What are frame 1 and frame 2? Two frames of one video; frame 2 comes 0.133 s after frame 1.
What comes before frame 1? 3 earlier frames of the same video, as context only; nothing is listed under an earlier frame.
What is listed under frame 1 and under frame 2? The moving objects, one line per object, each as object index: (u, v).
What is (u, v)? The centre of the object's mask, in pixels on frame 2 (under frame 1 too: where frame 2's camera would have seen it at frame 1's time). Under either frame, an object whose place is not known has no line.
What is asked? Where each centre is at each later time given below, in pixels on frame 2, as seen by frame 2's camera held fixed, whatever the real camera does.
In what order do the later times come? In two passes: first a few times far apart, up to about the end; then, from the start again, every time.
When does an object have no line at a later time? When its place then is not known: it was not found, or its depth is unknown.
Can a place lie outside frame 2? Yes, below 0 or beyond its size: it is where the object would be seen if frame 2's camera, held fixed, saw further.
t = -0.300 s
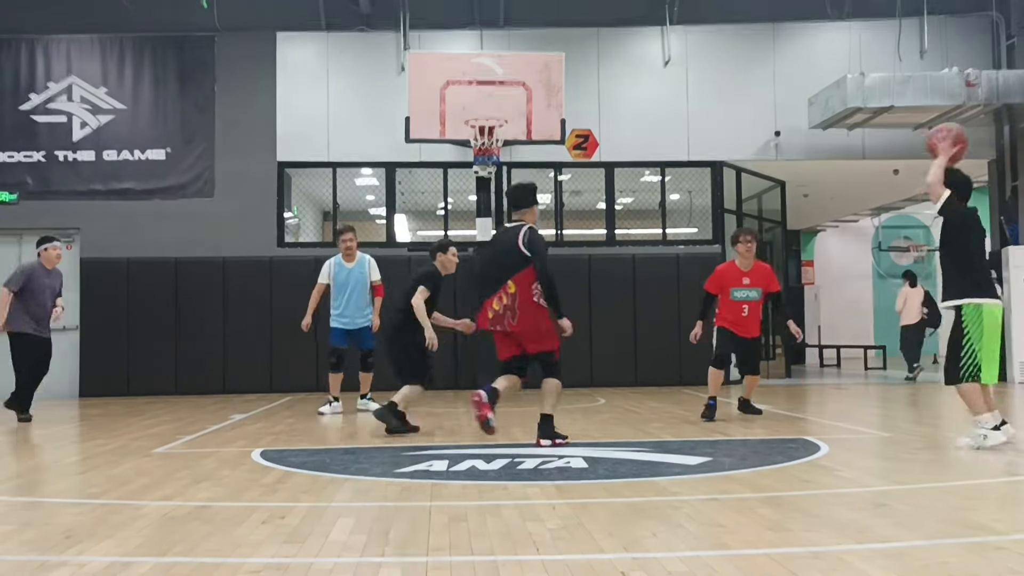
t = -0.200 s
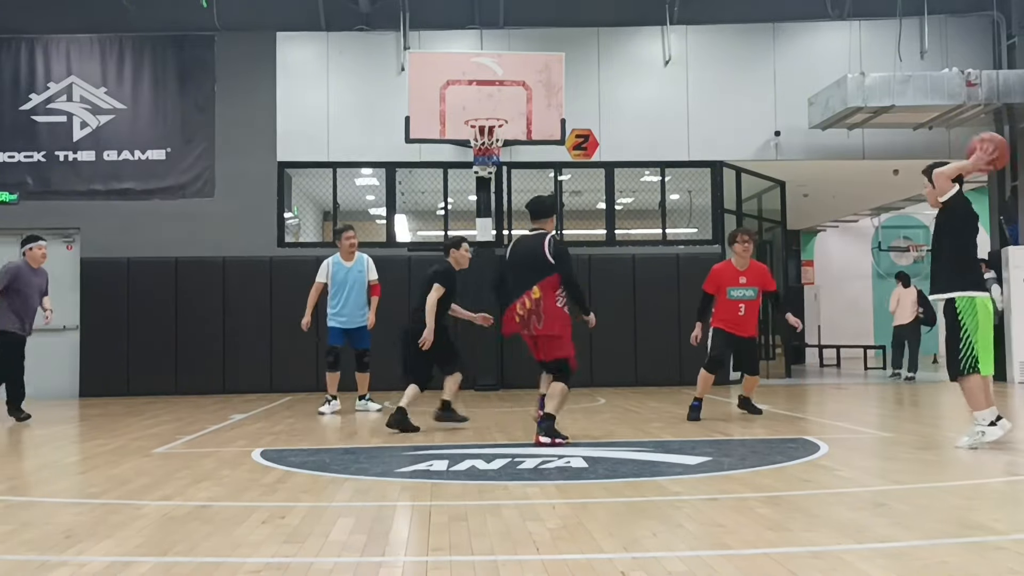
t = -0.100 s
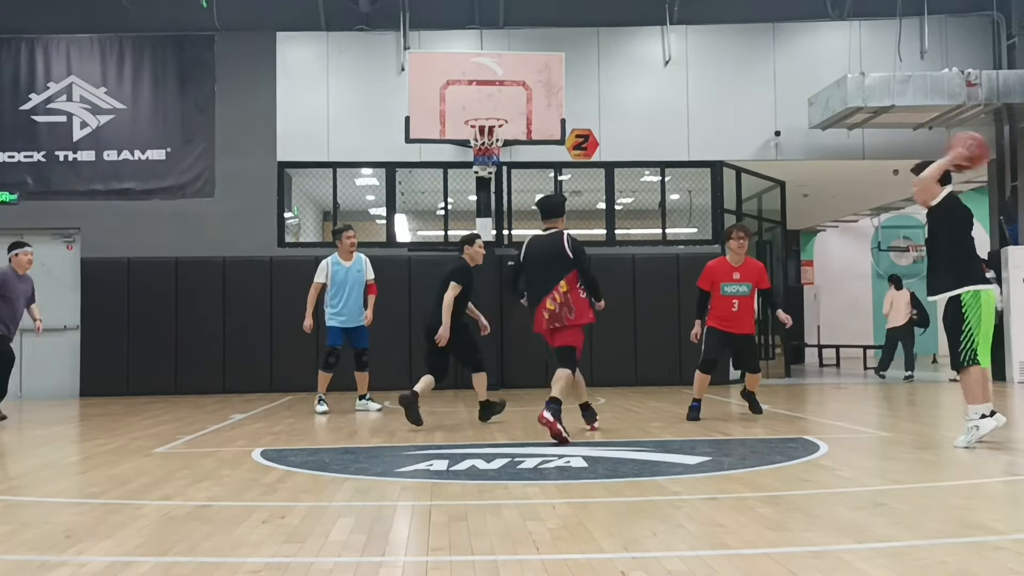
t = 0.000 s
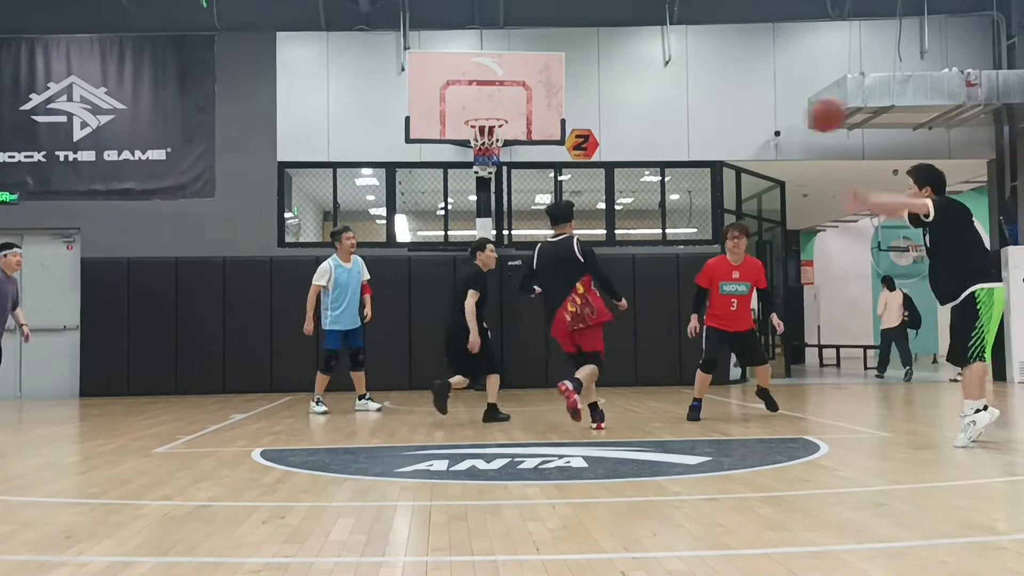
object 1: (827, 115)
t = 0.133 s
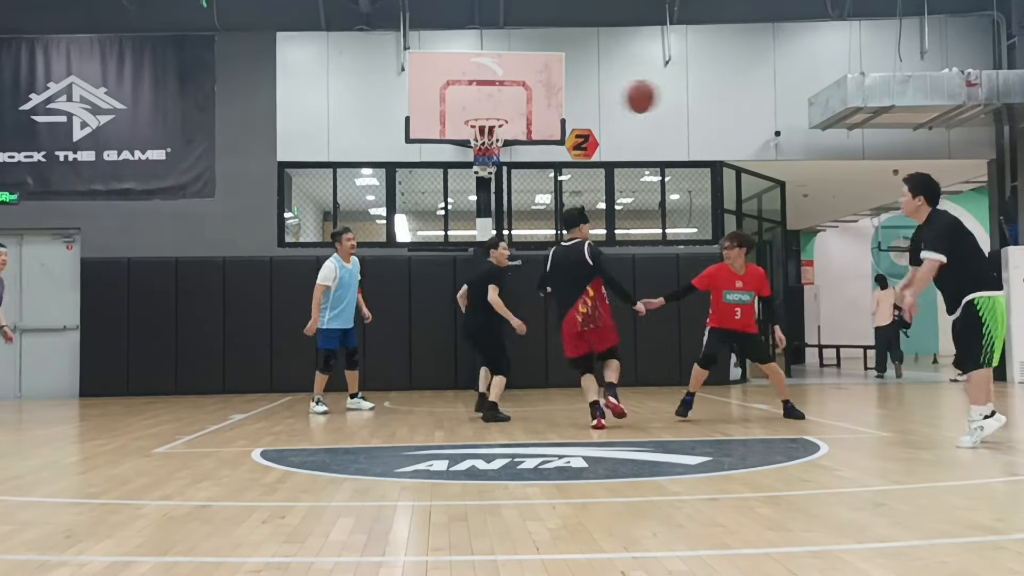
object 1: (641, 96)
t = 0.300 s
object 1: (443, 111)
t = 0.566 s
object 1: (187, 193)
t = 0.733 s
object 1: (50, 274)
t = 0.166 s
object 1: (598, 97)
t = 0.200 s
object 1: (557, 98)
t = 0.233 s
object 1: (518, 102)
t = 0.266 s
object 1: (479, 106)
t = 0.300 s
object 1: (443, 111)
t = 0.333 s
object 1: (407, 118)
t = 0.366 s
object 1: (373, 126)
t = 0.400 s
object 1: (339, 134)
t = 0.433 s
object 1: (306, 144)
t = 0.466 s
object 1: (273, 155)
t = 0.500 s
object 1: (245, 167)
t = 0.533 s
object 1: (215, 179)
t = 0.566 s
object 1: (187, 193)
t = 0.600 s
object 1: (158, 207)
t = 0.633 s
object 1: (130, 223)
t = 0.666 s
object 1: (103, 238)
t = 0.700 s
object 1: (76, 255)
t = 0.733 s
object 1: (50, 274)
